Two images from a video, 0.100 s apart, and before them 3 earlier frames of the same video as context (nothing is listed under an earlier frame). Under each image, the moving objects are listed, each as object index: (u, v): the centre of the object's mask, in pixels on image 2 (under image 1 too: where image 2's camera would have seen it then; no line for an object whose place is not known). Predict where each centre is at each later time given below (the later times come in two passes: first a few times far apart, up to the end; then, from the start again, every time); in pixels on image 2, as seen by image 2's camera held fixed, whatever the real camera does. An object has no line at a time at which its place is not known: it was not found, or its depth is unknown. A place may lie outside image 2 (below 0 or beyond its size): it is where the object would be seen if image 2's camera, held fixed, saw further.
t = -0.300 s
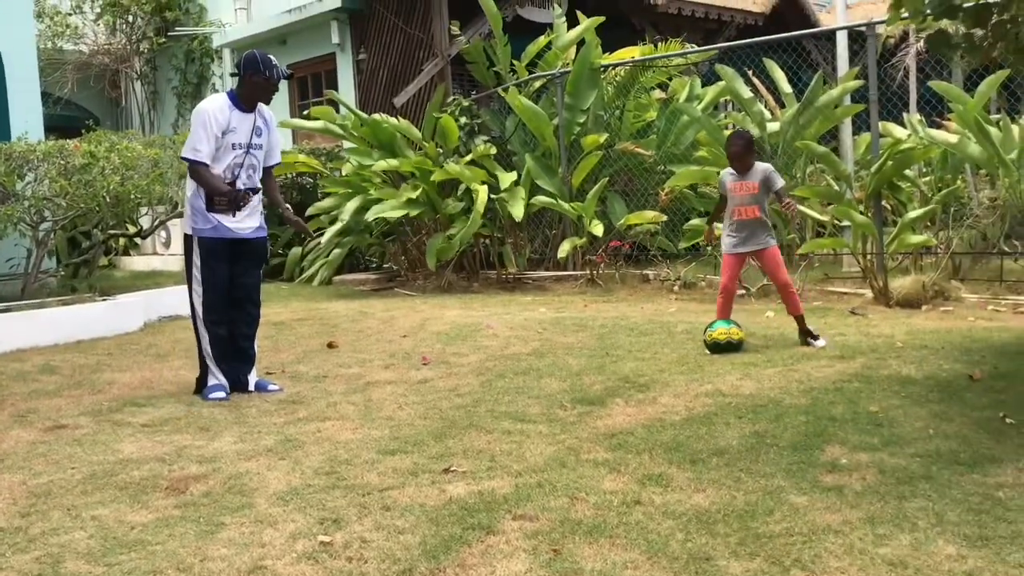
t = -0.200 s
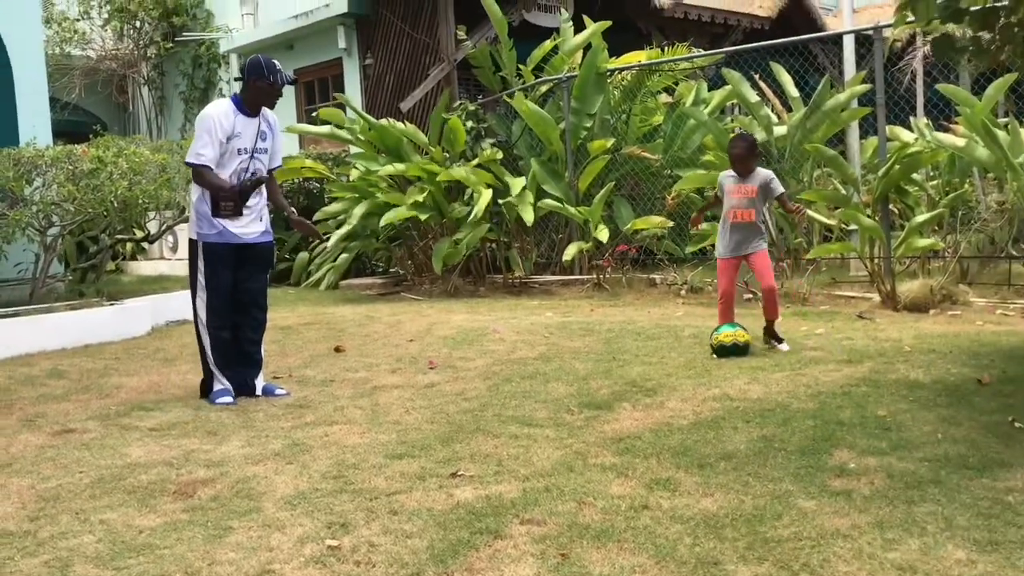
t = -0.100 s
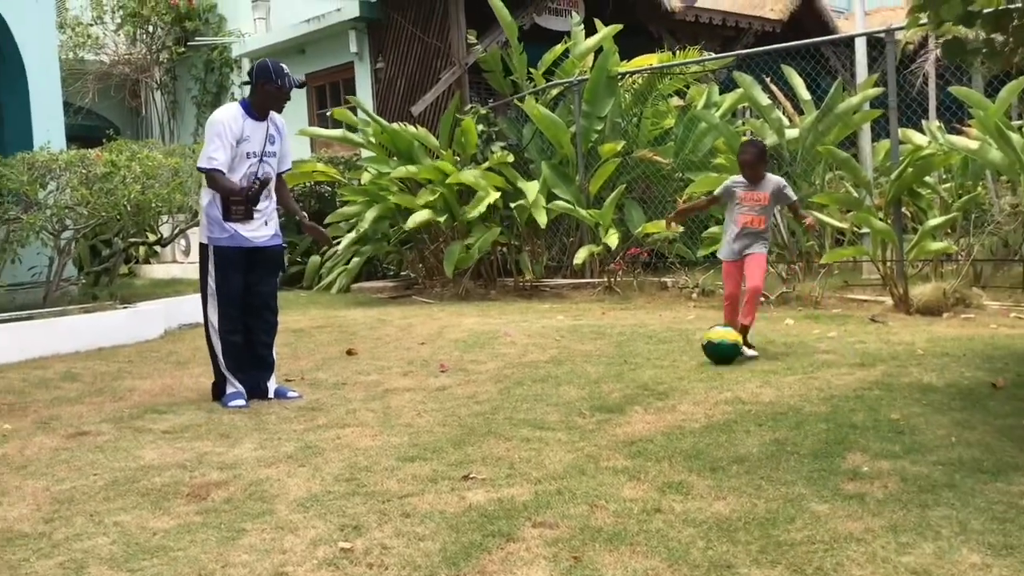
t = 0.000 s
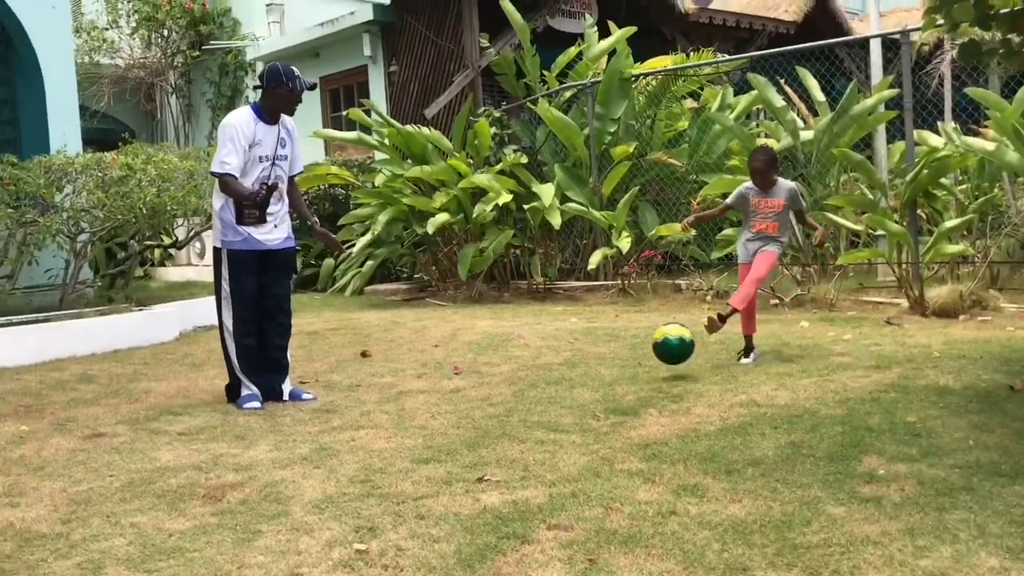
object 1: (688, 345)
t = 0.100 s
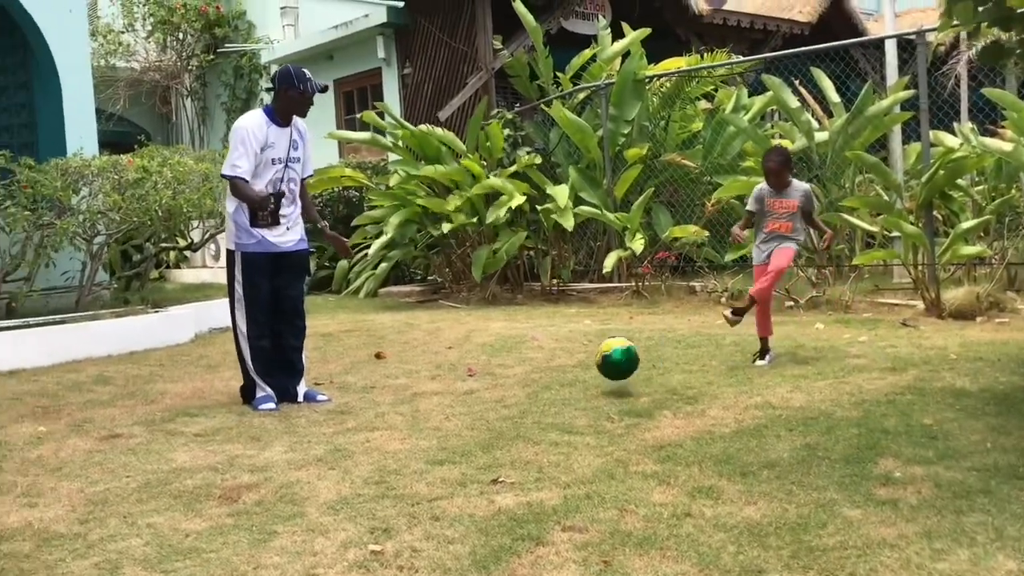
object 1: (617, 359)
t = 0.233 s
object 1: (525, 385)
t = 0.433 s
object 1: (412, 404)
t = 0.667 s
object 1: (293, 421)
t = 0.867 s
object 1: (187, 434)
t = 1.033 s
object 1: (93, 449)
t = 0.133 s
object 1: (593, 368)
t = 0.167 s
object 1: (568, 381)
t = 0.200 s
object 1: (545, 387)
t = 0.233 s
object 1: (525, 385)
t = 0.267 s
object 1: (507, 382)
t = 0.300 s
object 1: (488, 384)
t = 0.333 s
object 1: (469, 387)
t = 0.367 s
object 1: (450, 394)
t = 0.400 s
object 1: (429, 403)
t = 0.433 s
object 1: (412, 404)
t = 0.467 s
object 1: (395, 399)
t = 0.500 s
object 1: (379, 396)
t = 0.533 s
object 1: (362, 395)
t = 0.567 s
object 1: (345, 398)
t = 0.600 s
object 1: (327, 403)
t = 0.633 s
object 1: (310, 411)
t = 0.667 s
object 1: (293, 421)
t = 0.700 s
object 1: (274, 420)
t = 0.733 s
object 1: (257, 418)
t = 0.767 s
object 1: (240, 418)
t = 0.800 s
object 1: (223, 421)
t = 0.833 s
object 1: (205, 426)
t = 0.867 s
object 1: (187, 434)
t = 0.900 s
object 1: (168, 433)
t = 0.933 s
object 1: (151, 433)
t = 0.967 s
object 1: (131, 435)
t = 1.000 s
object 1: (112, 441)
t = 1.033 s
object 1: (93, 449)
